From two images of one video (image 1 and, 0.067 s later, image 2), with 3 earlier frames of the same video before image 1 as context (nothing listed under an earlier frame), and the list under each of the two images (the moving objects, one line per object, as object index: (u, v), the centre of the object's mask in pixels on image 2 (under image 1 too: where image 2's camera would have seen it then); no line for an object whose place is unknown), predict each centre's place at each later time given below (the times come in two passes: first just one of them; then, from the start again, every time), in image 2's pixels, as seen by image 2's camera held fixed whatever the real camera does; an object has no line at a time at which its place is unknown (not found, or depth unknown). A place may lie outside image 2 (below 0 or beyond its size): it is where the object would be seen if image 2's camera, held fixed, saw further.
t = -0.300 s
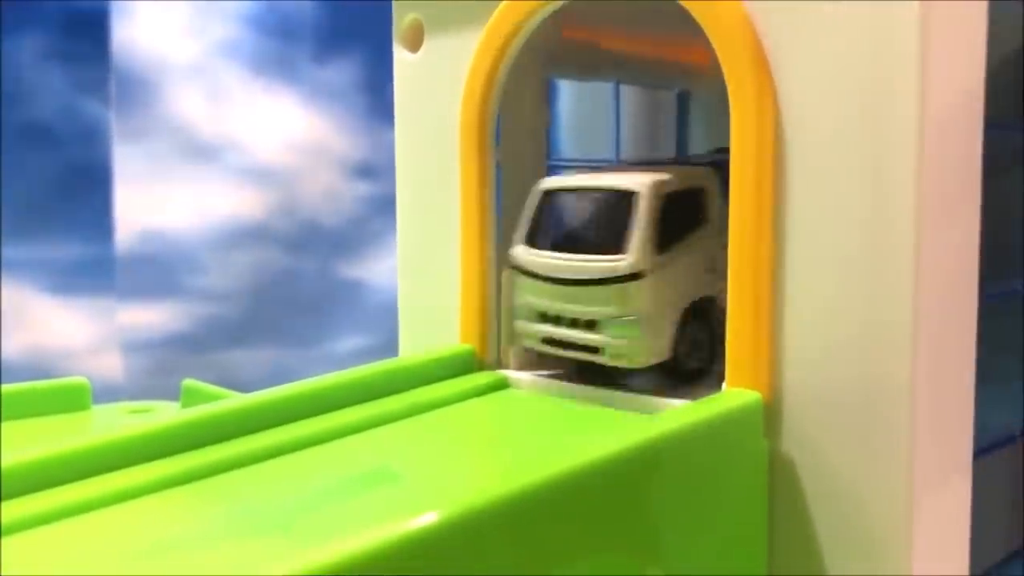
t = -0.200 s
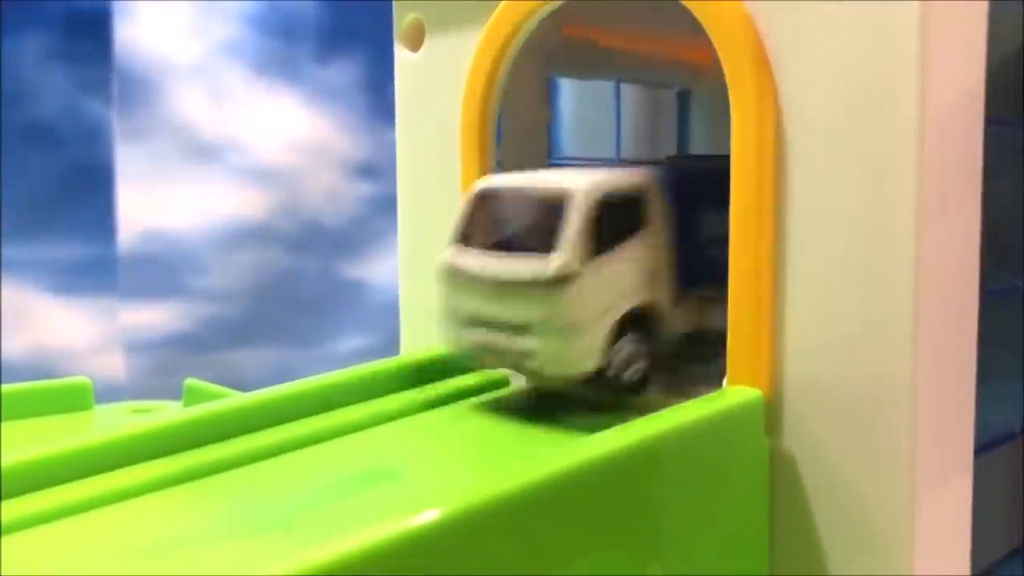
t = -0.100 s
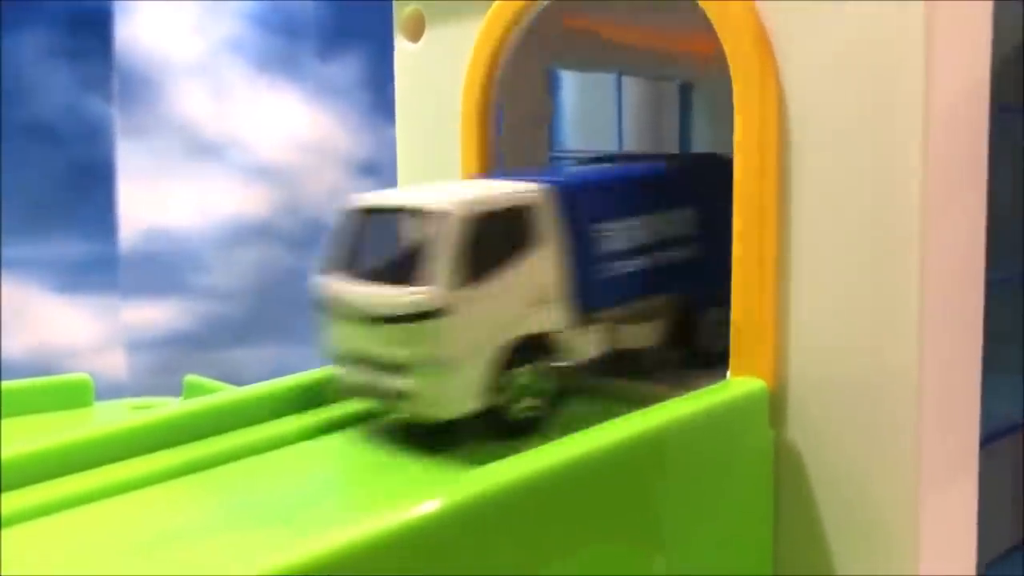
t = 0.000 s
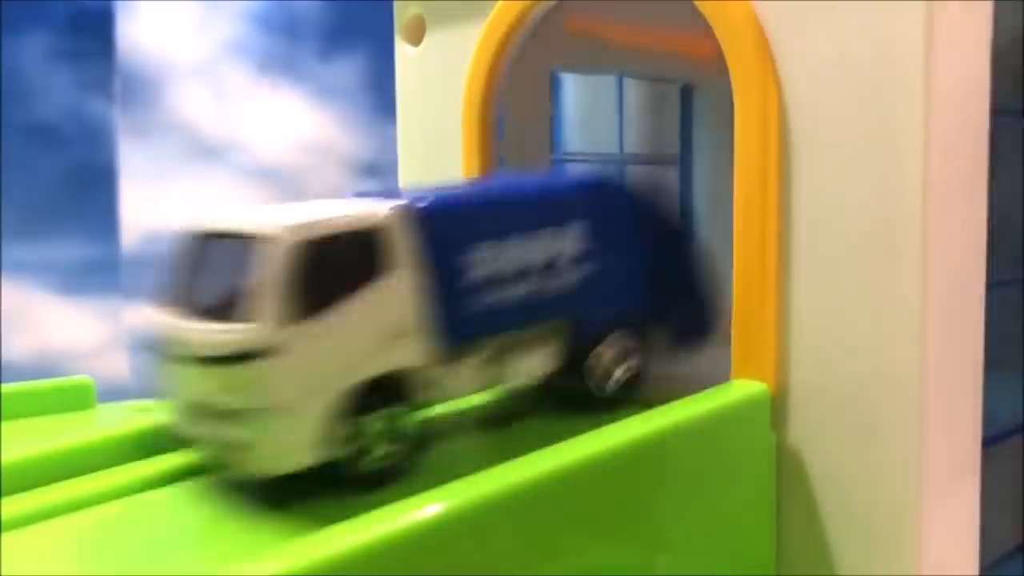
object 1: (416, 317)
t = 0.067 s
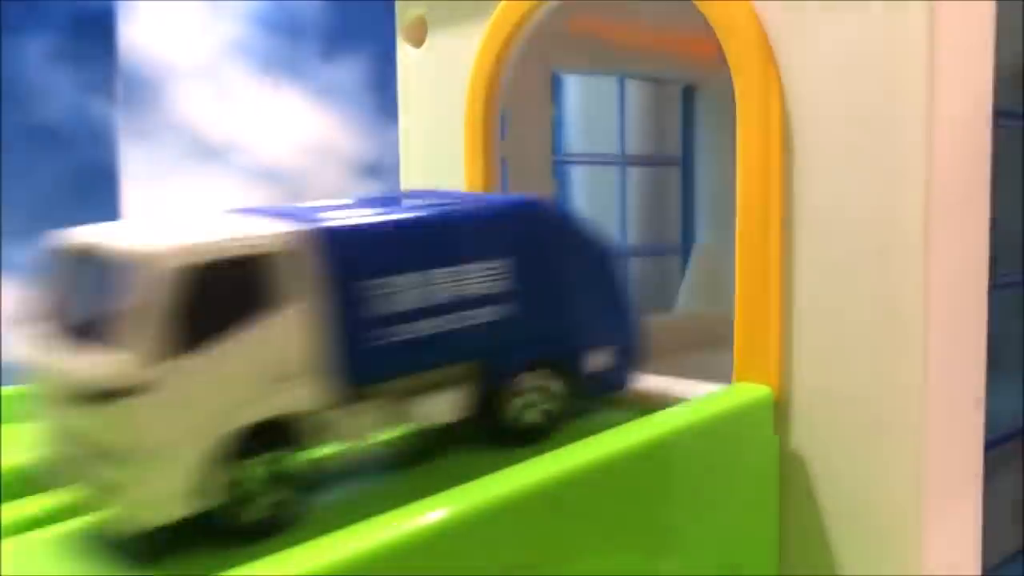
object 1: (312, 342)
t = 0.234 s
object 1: (155, 382)
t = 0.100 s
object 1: (262, 358)
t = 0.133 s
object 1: (237, 364)
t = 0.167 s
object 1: (215, 369)
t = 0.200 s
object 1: (185, 383)
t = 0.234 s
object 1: (155, 382)
